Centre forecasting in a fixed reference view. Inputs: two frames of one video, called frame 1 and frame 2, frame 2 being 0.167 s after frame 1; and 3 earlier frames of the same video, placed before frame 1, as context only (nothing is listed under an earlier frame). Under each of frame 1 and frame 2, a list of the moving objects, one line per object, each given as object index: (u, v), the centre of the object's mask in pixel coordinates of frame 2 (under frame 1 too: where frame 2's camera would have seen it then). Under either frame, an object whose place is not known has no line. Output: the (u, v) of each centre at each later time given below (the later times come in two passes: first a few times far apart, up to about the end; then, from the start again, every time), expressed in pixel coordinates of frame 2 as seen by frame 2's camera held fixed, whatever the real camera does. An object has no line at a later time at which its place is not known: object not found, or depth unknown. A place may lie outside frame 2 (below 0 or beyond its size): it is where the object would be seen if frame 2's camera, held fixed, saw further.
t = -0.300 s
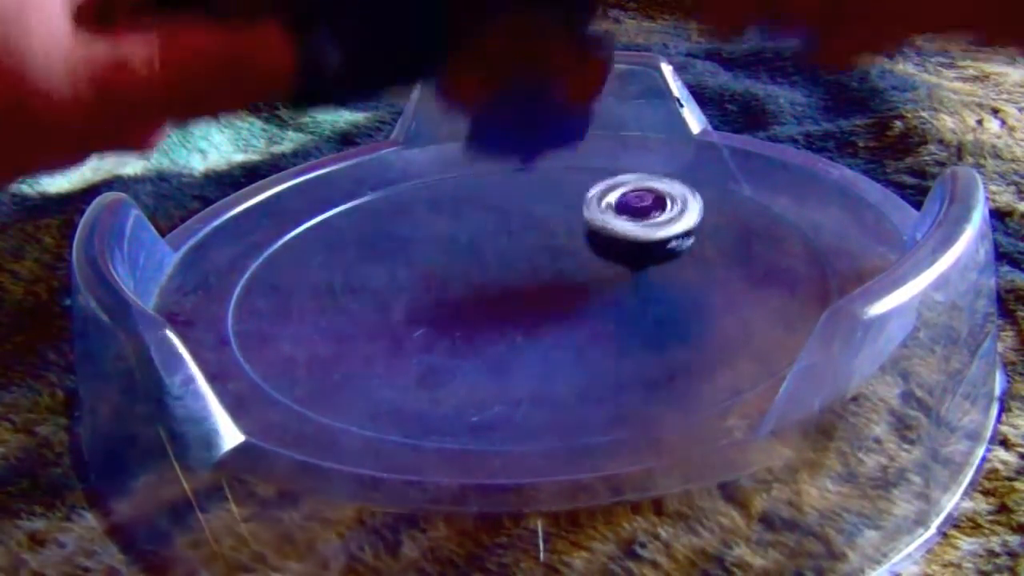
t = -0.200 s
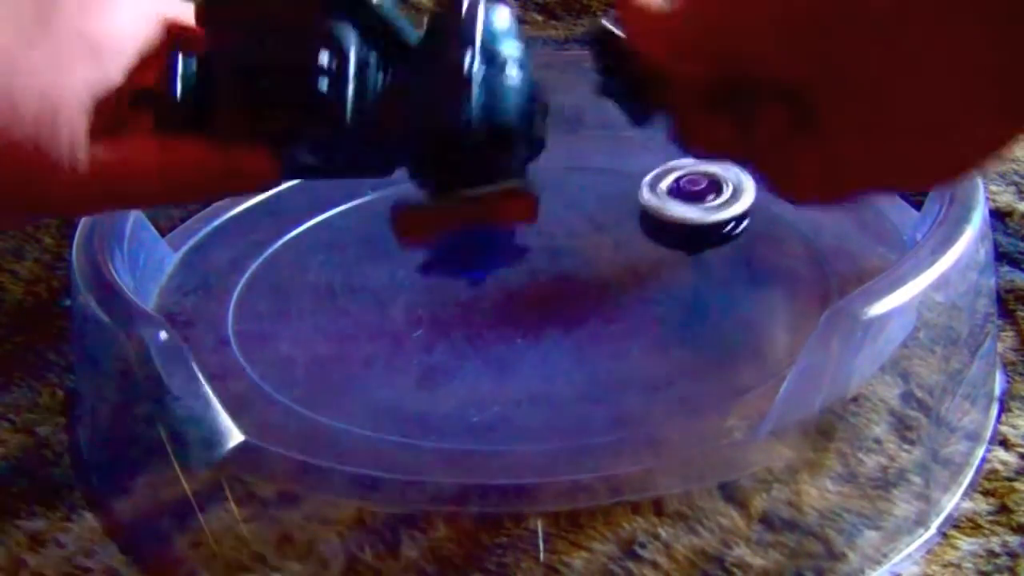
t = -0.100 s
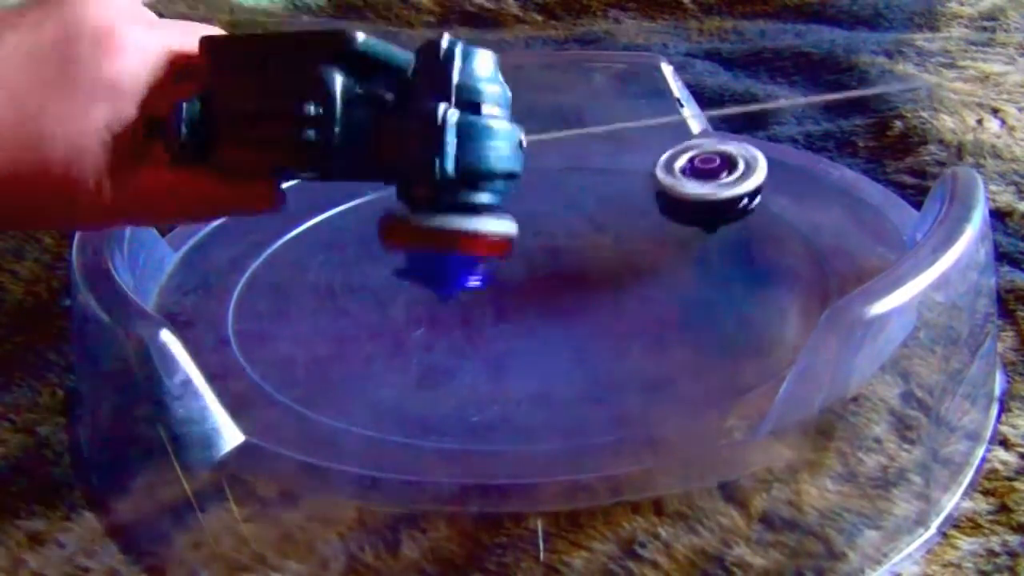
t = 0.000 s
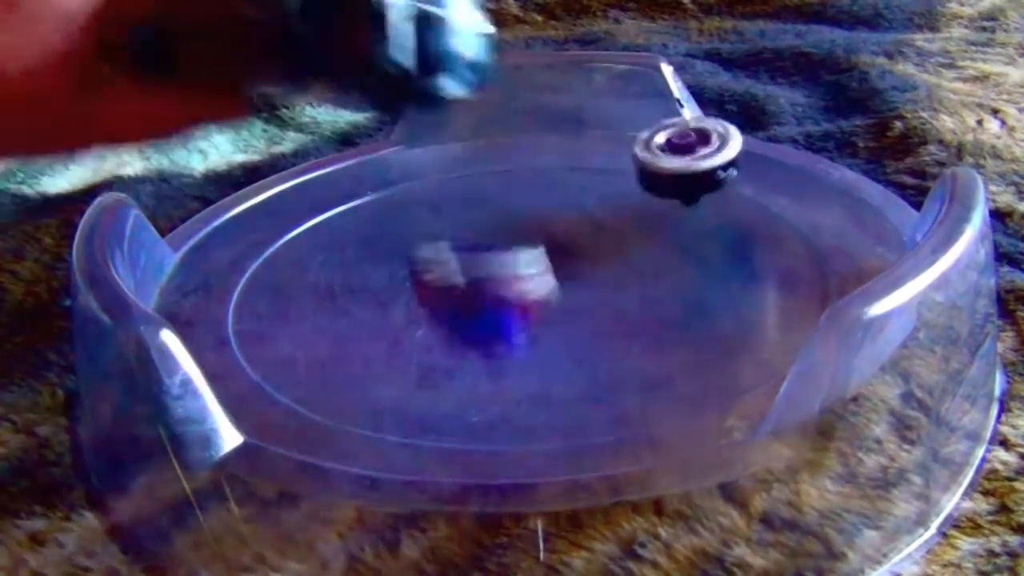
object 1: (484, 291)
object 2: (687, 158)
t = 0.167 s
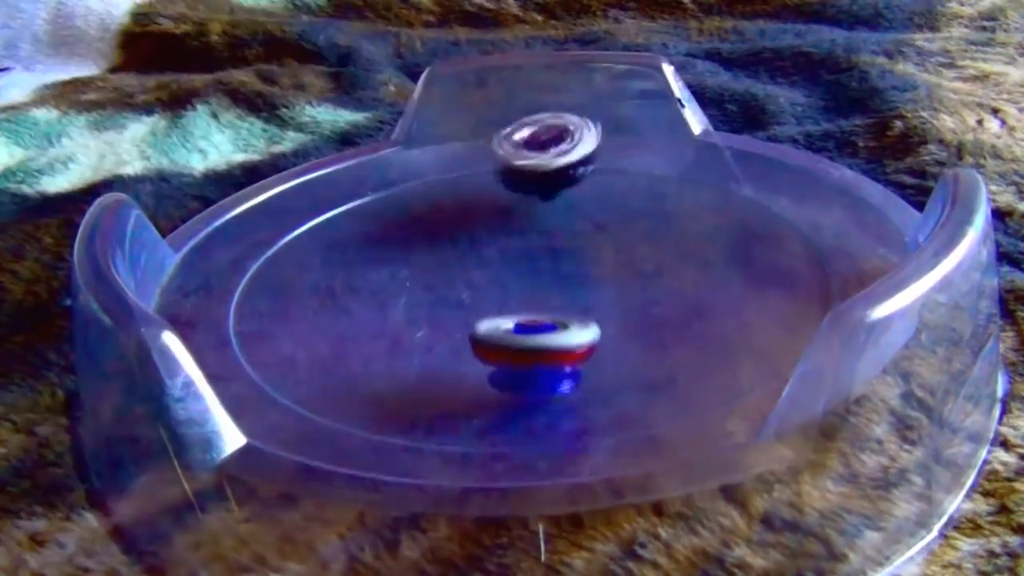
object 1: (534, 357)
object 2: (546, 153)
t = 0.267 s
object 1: (489, 308)
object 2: (434, 208)
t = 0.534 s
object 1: (517, 273)
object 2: (260, 298)
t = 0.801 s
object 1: (468, 254)
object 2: (767, 308)
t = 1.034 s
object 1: (405, 251)
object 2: (726, 106)
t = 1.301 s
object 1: (343, 281)
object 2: (340, 193)
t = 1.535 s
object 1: (437, 345)
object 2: (287, 329)
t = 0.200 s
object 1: (522, 348)
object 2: (511, 166)
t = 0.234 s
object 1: (508, 327)
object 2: (473, 184)
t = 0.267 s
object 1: (489, 308)
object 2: (434, 208)
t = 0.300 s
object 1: (478, 291)
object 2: (397, 228)
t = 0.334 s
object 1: (488, 283)
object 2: (350, 231)
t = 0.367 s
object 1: (497, 286)
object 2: (301, 233)
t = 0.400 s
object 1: (506, 288)
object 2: (262, 241)
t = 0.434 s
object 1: (512, 286)
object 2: (232, 249)
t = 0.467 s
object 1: (516, 284)
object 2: (227, 264)
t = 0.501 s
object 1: (517, 281)
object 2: (237, 280)
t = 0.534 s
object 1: (517, 273)
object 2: (260, 298)
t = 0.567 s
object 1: (516, 275)
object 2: (292, 316)
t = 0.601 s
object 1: (511, 263)
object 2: (333, 334)
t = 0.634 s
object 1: (504, 273)
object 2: (390, 350)
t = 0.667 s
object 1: (498, 258)
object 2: (456, 362)
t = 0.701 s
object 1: (490, 265)
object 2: (533, 367)
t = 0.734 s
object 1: (483, 262)
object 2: (624, 361)
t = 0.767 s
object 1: (475, 253)
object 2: (703, 334)
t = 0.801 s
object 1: (468, 254)
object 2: (767, 308)
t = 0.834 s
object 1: (459, 253)
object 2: (821, 272)
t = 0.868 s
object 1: (449, 250)
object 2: (853, 243)
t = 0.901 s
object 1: (441, 248)
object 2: (856, 218)
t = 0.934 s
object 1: (431, 254)
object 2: (831, 178)
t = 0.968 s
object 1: (423, 246)
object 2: (802, 151)
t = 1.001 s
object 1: (414, 248)
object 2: (766, 127)
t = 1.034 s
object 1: (405, 251)
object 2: (726, 106)
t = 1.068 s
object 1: (396, 253)
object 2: (680, 91)
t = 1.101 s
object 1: (389, 251)
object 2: (644, 96)
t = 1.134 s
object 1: (384, 255)
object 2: (607, 121)
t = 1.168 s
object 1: (379, 255)
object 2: (559, 143)
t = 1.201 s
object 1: (374, 256)
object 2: (504, 158)
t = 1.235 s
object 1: (370, 258)
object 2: (441, 178)
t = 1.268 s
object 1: (362, 263)
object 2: (386, 187)
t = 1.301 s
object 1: (343, 281)
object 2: (340, 193)
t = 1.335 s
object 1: (326, 293)
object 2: (297, 200)
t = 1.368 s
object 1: (311, 308)
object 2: (261, 212)
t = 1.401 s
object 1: (311, 320)
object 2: (249, 226)
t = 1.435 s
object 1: (325, 334)
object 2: (245, 255)
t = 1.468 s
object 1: (352, 339)
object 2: (248, 277)
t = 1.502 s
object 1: (390, 346)
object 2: (258, 304)
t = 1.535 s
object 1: (437, 345)
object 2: (287, 329)
